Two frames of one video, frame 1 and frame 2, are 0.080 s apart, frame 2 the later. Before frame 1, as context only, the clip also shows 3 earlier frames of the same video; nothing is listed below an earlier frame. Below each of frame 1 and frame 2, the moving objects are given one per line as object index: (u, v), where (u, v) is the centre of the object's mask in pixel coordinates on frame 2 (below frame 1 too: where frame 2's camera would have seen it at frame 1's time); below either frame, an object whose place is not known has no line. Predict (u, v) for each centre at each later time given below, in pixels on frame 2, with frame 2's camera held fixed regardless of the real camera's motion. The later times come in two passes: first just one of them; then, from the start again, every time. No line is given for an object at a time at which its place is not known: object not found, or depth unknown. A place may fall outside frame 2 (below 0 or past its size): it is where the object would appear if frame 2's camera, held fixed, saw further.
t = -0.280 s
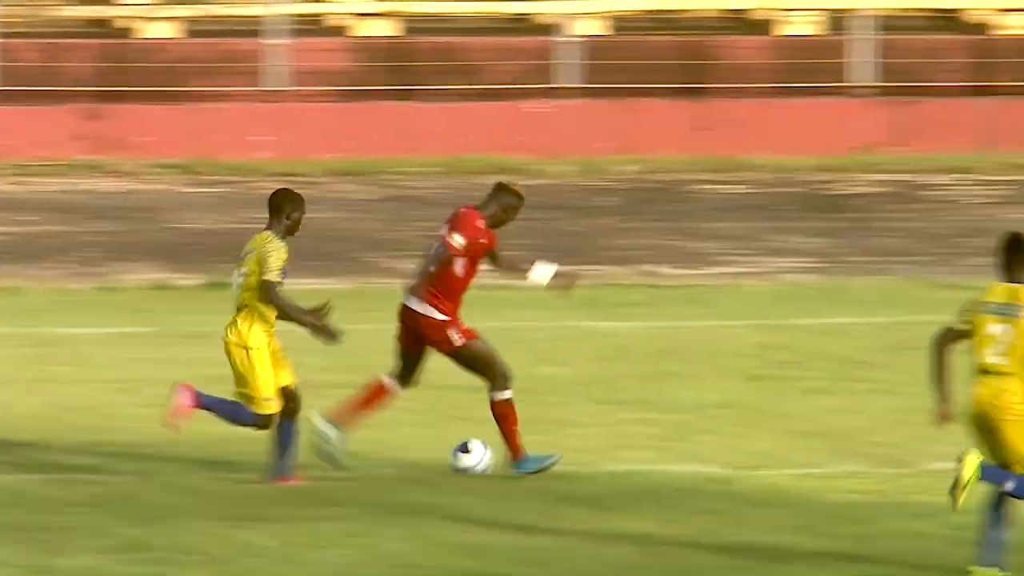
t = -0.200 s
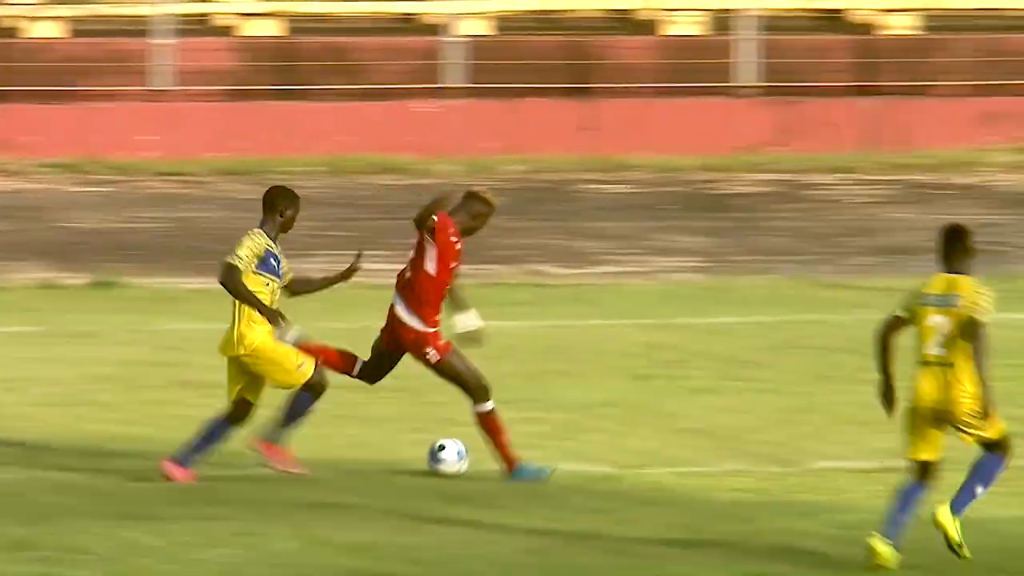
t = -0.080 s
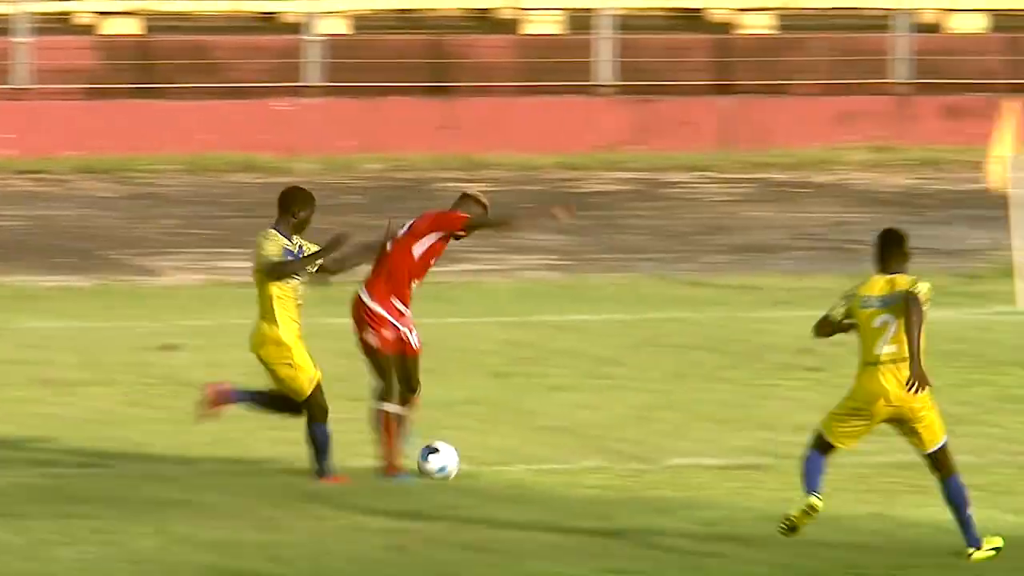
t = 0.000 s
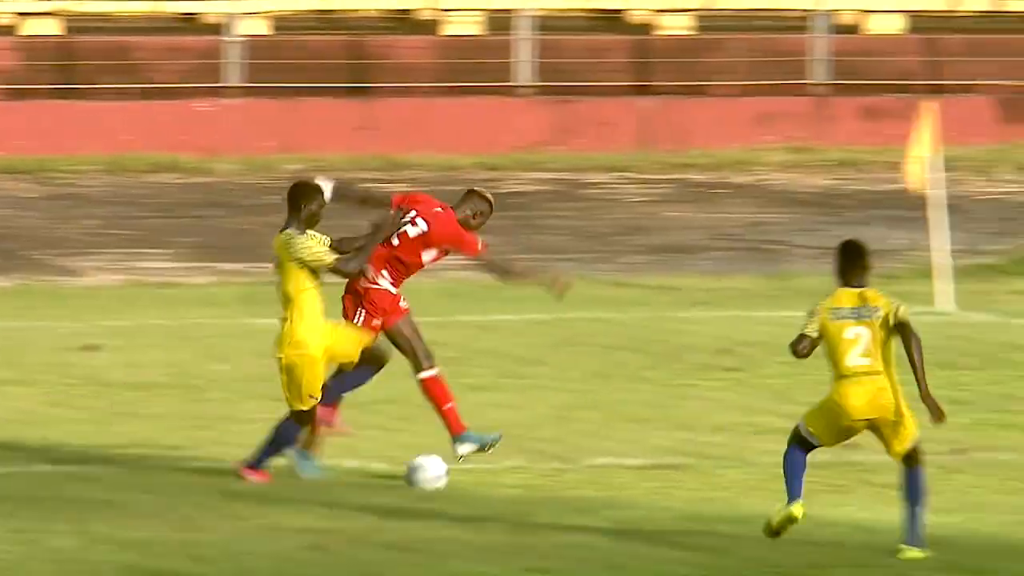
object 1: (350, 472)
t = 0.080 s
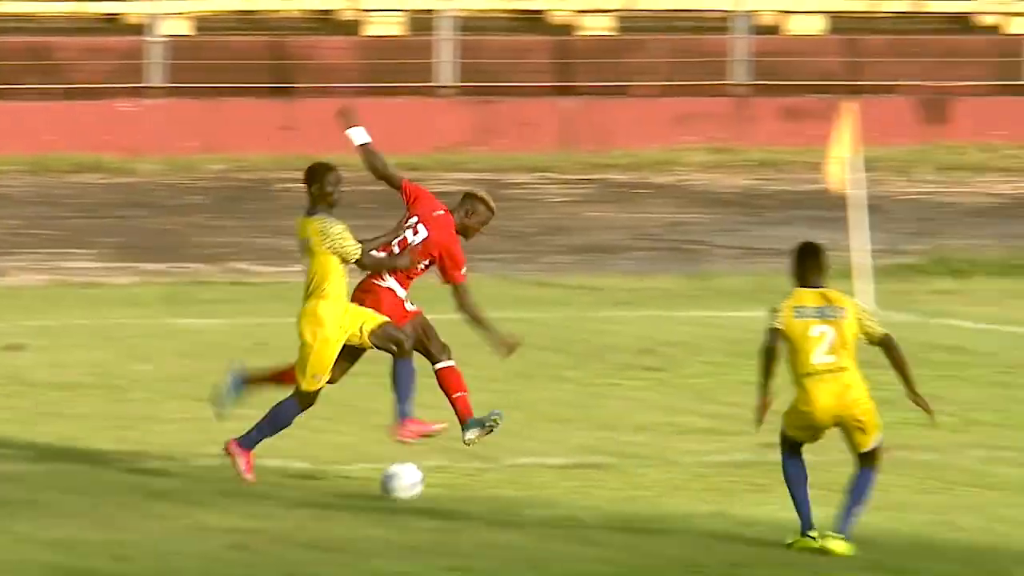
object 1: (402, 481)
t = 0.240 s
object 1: (495, 511)
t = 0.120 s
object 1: (427, 489)
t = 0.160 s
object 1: (451, 498)
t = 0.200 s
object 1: (474, 506)
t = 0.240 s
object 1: (495, 511)
